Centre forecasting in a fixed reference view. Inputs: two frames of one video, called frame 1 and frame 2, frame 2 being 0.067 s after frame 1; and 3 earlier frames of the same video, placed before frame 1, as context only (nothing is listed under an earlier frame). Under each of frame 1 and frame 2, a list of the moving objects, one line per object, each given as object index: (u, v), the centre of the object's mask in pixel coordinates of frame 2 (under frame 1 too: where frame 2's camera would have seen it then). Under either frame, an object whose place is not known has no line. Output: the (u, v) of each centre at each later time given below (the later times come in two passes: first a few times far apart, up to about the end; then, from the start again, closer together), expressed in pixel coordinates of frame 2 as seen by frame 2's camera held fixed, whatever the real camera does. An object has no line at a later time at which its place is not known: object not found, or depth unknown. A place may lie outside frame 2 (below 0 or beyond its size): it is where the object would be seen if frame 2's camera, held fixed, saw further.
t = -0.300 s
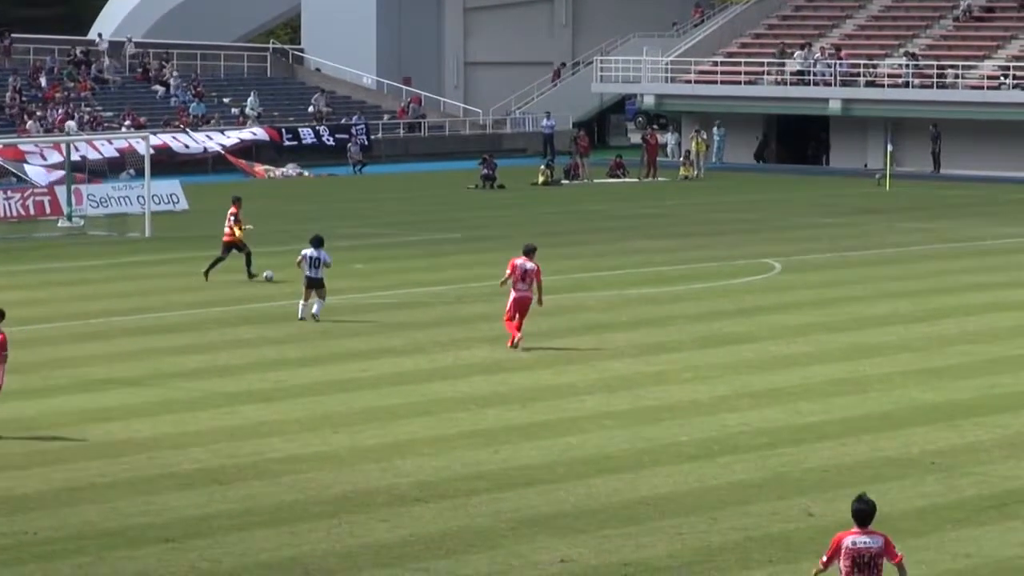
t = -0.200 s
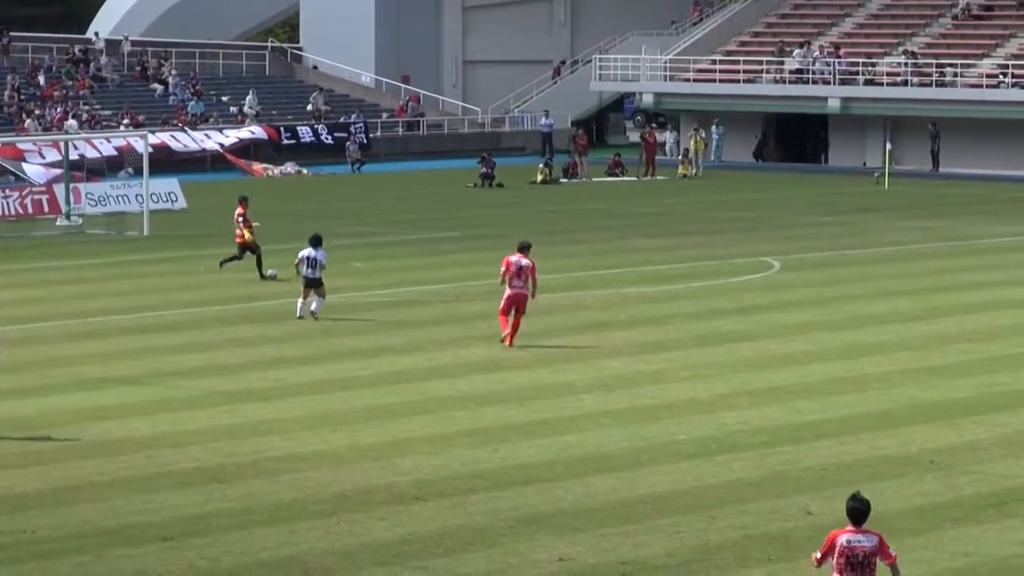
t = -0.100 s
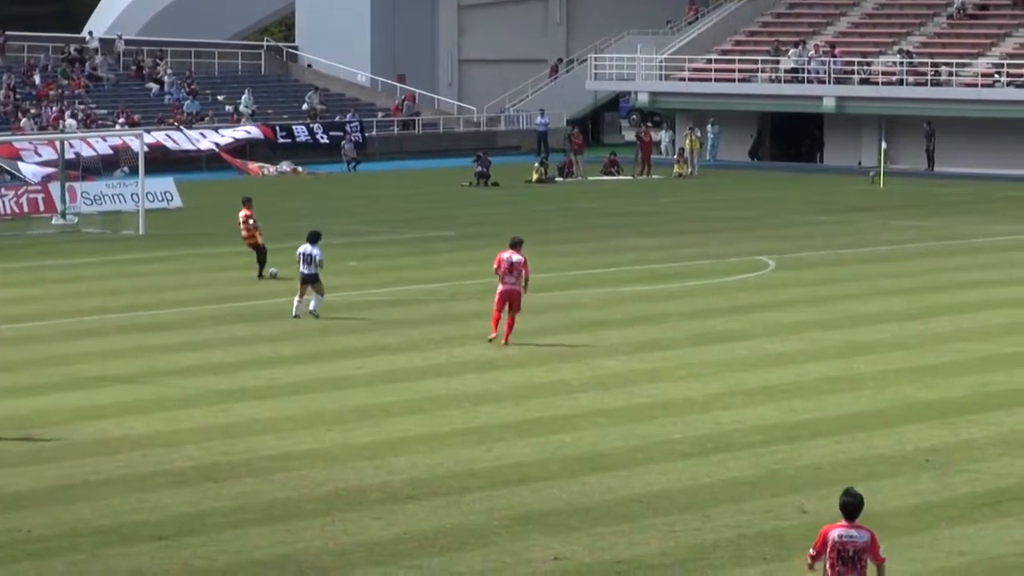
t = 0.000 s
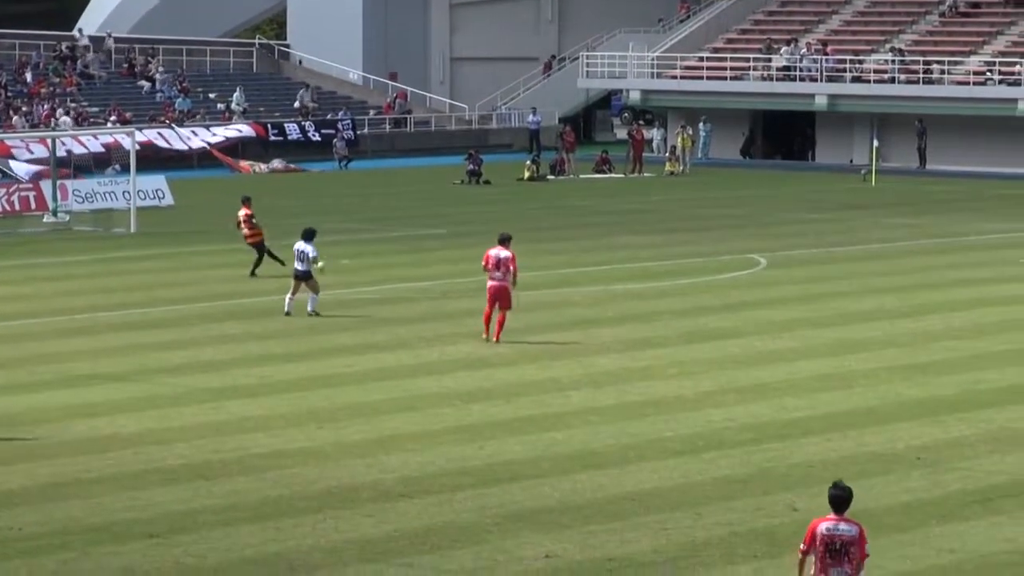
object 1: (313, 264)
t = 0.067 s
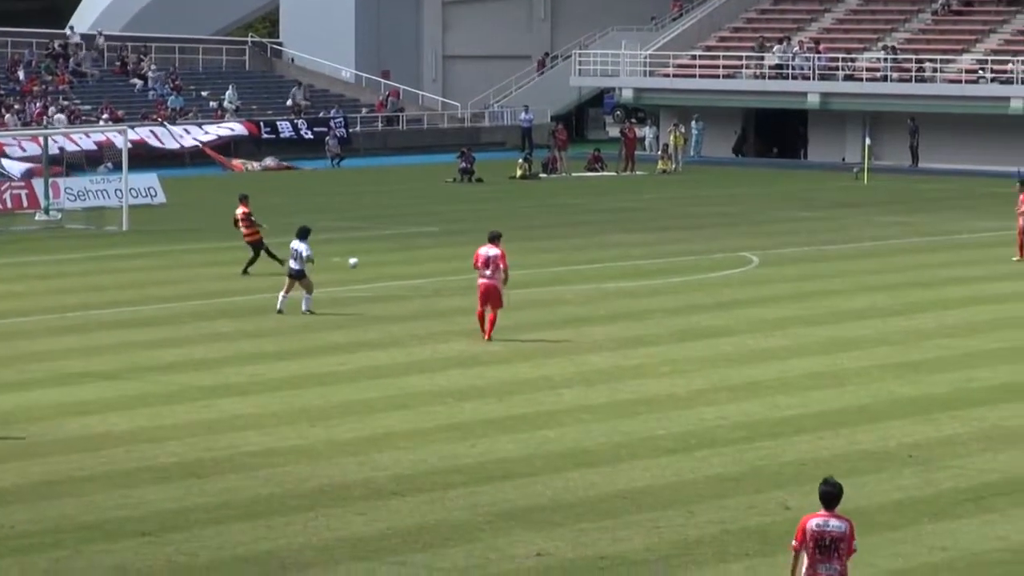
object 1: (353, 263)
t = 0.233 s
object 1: (452, 263)
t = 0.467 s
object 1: (576, 260)
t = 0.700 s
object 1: (685, 259)
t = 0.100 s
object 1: (373, 262)
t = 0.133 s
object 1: (393, 263)
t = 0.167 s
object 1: (415, 264)
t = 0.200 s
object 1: (434, 264)
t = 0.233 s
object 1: (452, 263)
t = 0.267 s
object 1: (468, 261)
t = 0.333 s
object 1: (509, 262)
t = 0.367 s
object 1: (526, 261)
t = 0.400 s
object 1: (542, 261)
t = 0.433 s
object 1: (559, 261)
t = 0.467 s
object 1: (576, 260)
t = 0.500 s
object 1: (592, 260)
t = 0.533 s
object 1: (608, 260)
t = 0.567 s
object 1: (624, 259)
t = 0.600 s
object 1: (639, 258)
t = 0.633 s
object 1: (655, 259)
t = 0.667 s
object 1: (670, 259)
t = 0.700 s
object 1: (685, 259)
